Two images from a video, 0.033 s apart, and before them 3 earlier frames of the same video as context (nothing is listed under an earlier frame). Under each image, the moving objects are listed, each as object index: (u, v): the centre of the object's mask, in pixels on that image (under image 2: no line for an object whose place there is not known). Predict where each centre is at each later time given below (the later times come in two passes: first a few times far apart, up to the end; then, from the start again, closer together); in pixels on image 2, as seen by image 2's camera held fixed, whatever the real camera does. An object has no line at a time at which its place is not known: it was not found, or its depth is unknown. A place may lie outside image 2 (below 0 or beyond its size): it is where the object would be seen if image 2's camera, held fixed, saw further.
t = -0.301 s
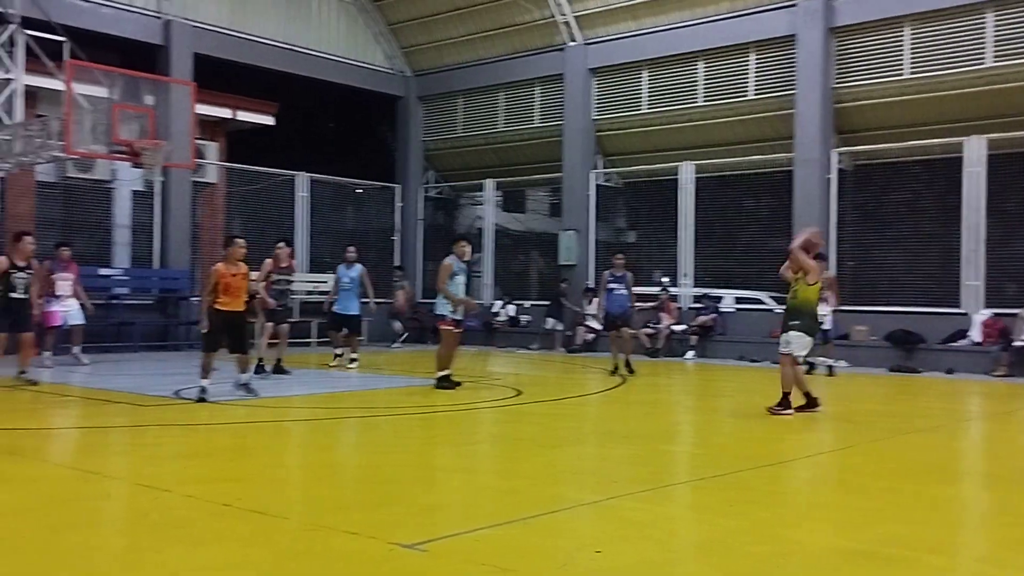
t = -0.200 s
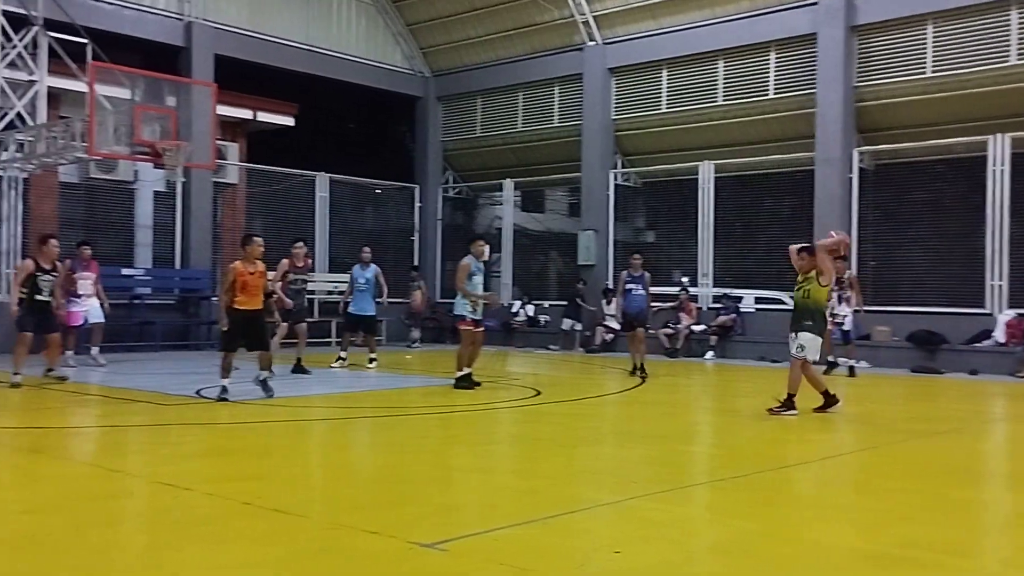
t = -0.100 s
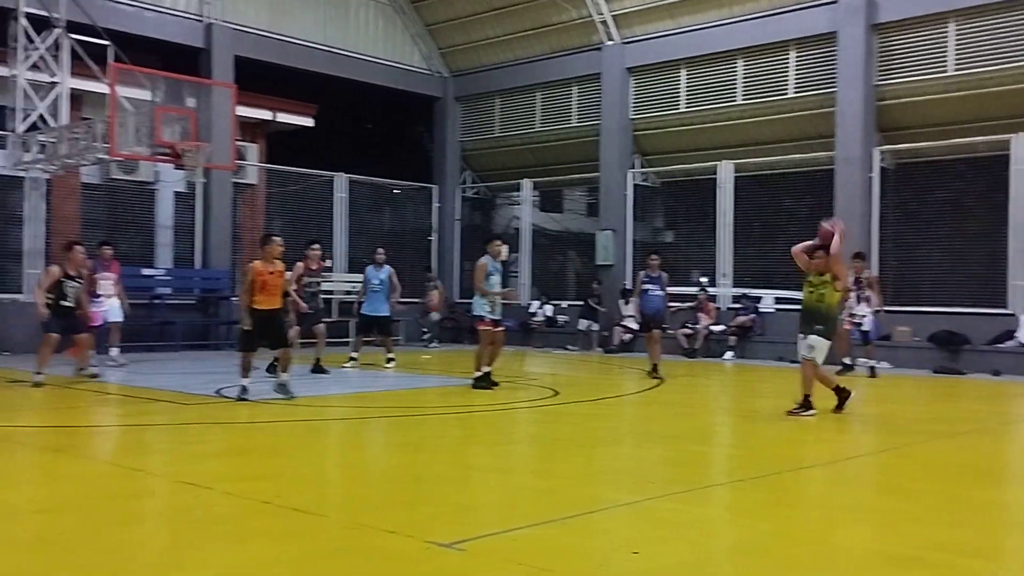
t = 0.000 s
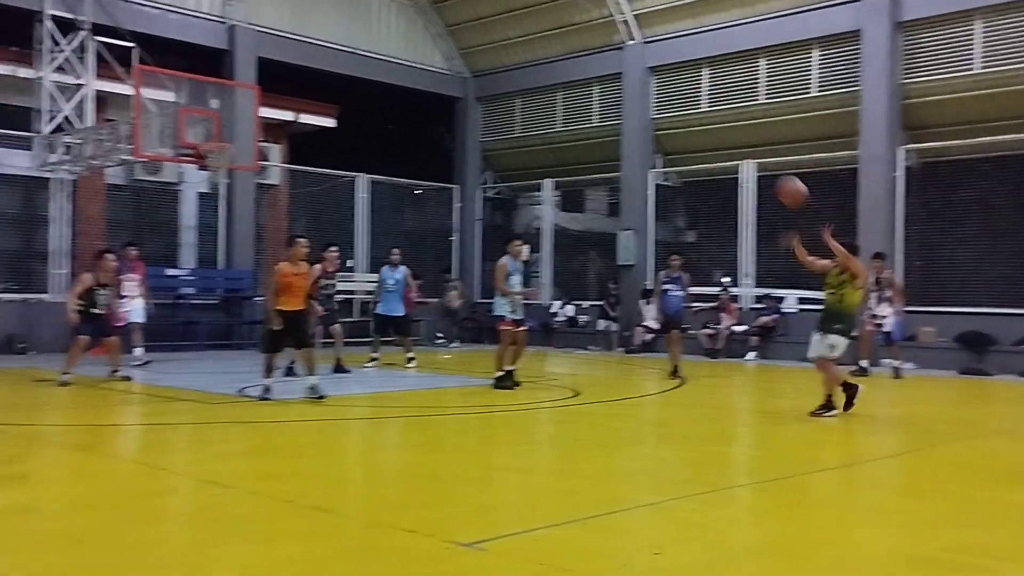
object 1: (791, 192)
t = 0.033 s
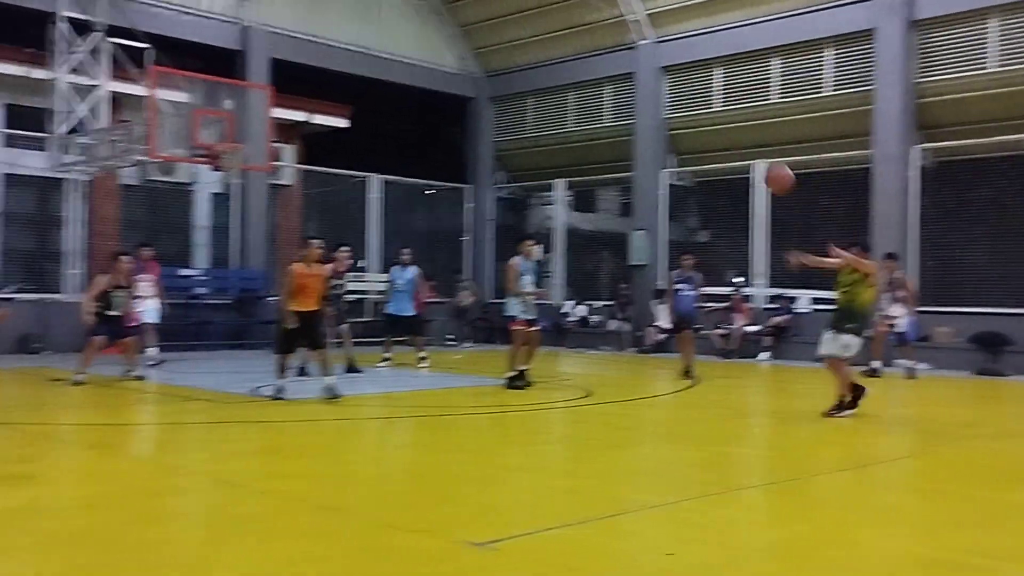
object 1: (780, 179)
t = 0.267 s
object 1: (579, 114)
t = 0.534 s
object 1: (292, 116)
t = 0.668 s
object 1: (113, 156)
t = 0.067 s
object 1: (751, 166)
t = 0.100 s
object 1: (726, 155)
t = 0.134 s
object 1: (699, 147)
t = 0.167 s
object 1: (671, 137)
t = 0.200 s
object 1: (642, 128)
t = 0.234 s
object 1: (612, 122)
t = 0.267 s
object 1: (579, 114)
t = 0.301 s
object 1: (548, 110)
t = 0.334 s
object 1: (515, 106)
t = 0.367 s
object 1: (480, 104)
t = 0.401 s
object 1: (445, 103)
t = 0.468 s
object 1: (370, 106)
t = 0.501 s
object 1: (334, 108)
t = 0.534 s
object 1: (292, 116)
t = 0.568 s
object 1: (249, 123)
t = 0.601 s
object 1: (210, 130)
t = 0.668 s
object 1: (113, 156)
